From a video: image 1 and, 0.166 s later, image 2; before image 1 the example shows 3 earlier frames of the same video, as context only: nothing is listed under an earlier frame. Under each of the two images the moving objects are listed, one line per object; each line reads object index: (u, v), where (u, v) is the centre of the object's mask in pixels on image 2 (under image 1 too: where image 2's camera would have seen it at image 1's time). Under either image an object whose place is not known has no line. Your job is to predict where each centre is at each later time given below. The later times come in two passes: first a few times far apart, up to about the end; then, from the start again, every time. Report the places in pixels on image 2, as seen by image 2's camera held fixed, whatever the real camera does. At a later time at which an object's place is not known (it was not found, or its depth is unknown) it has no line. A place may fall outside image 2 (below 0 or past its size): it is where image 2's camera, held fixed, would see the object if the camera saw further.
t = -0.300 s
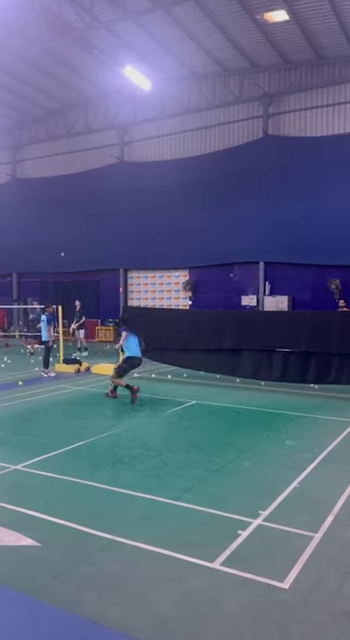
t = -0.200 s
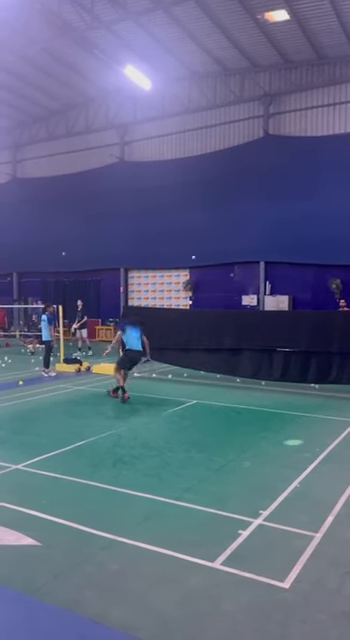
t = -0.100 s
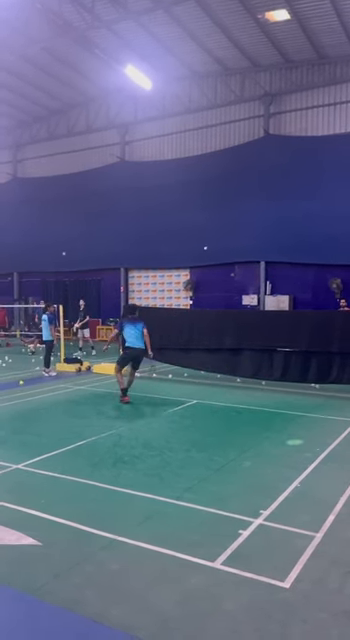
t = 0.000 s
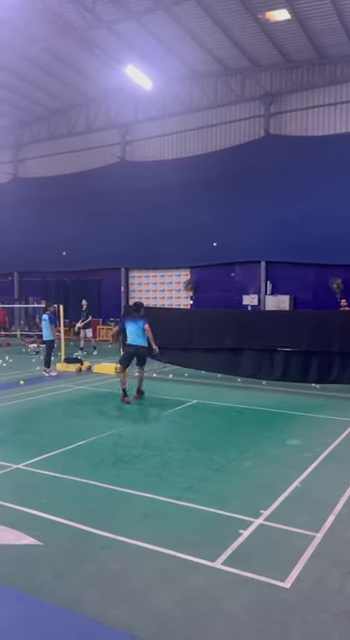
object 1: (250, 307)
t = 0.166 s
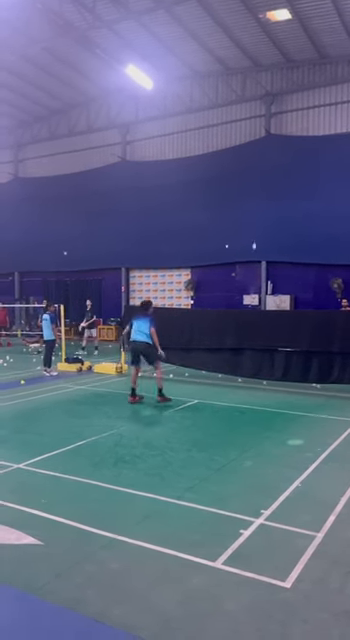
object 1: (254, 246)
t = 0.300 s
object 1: (256, 211)
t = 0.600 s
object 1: (260, 176)
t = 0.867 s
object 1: (259, 200)
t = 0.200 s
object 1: (254, 236)
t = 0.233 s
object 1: (255, 227)
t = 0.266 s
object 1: (256, 219)
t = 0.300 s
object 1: (256, 211)
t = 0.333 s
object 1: (257, 205)
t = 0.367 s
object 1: (257, 198)
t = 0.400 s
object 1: (258, 193)
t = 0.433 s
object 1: (258, 188)
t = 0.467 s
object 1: (259, 184)
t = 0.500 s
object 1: (259, 181)
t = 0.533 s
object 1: (259, 179)
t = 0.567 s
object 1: (260, 177)
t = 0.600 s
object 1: (260, 176)
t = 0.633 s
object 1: (260, 176)
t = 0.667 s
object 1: (260, 176)
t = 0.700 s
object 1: (260, 178)
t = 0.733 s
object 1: (260, 180)
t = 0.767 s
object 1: (259, 183)
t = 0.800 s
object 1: (259, 188)
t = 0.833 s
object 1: (259, 193)
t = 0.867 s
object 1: (259, 200)
